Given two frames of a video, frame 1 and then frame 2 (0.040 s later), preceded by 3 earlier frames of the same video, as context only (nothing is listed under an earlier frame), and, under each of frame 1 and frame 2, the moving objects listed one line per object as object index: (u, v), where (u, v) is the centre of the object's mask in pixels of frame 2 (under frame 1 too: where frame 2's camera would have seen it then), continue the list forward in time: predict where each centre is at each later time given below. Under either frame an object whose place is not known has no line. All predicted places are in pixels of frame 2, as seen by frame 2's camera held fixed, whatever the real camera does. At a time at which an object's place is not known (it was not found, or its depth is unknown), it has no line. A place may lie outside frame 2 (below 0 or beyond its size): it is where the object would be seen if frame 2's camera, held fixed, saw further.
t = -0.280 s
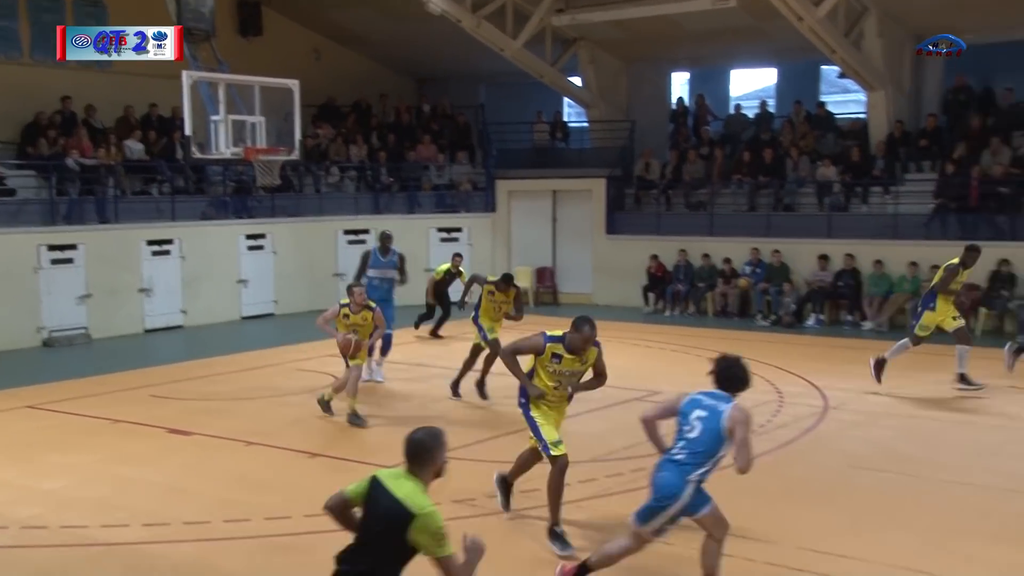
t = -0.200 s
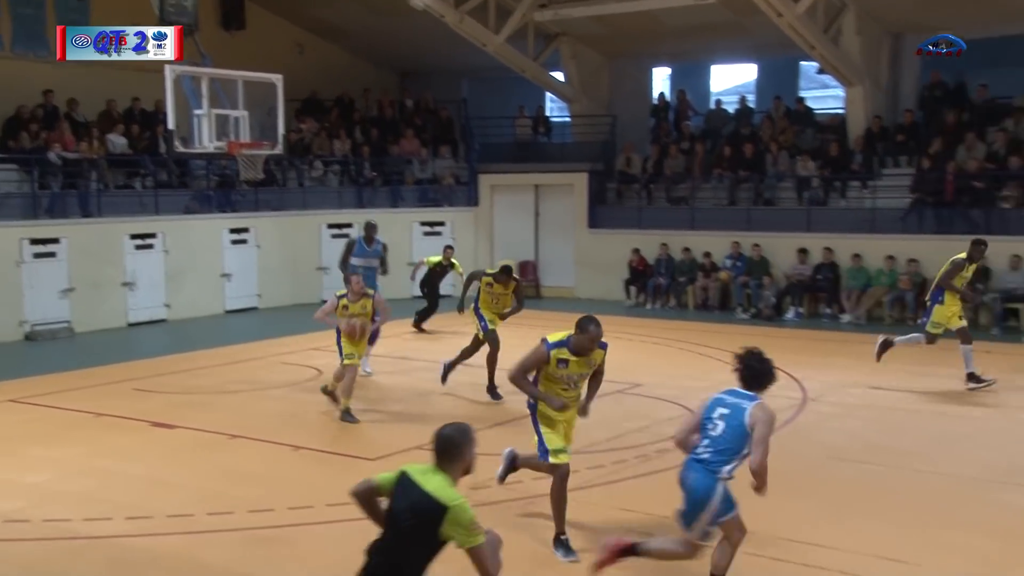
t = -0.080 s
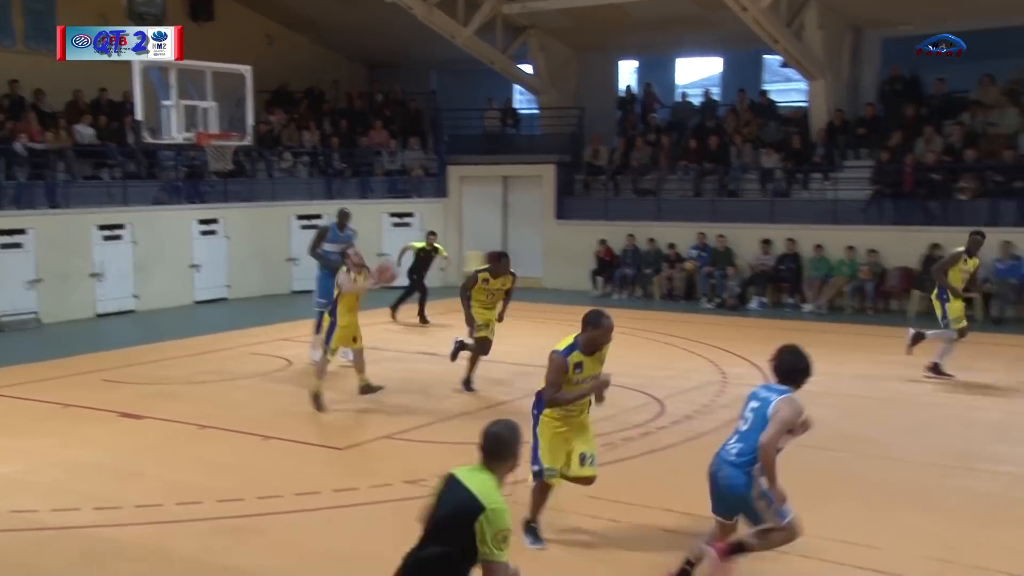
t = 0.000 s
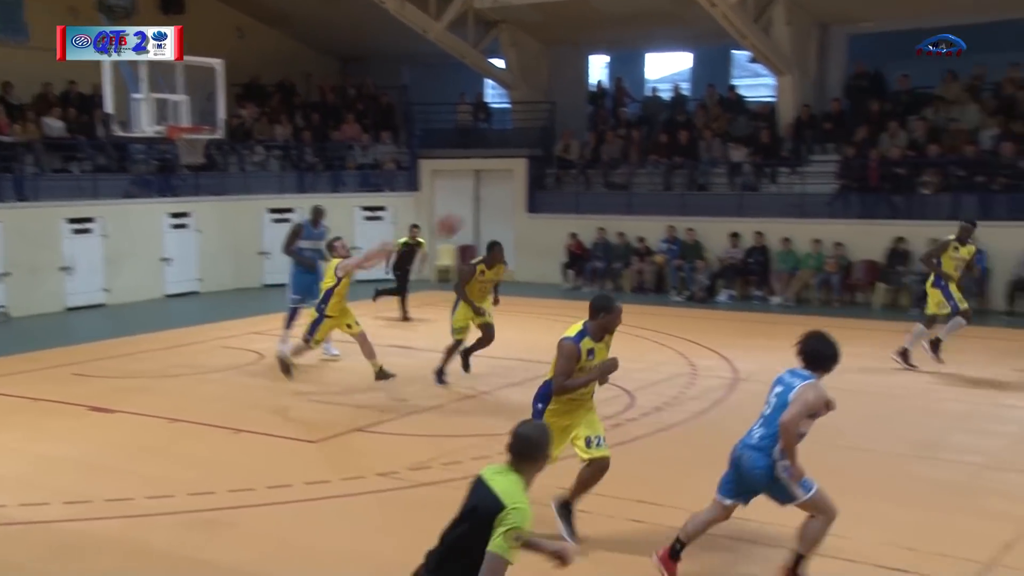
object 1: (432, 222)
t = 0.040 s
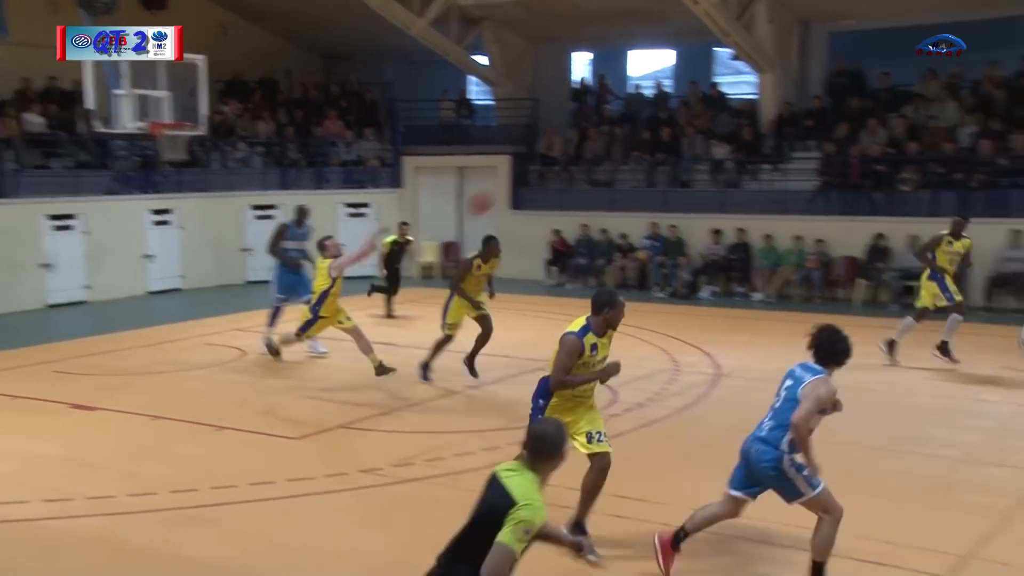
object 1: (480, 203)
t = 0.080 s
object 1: (531, 181)
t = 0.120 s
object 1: (582, 163)
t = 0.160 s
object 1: (638, 145)
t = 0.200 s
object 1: (693, 127)
